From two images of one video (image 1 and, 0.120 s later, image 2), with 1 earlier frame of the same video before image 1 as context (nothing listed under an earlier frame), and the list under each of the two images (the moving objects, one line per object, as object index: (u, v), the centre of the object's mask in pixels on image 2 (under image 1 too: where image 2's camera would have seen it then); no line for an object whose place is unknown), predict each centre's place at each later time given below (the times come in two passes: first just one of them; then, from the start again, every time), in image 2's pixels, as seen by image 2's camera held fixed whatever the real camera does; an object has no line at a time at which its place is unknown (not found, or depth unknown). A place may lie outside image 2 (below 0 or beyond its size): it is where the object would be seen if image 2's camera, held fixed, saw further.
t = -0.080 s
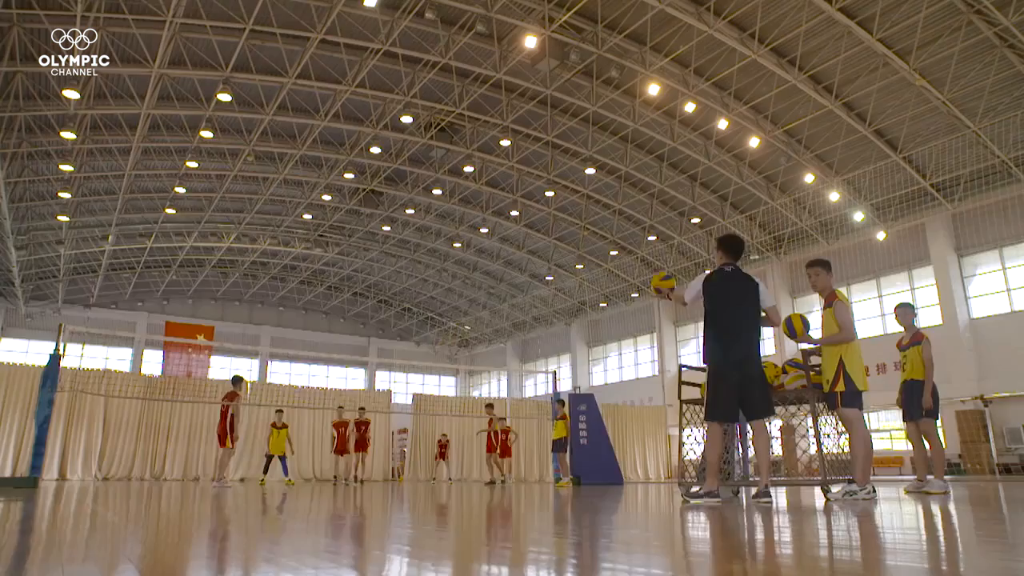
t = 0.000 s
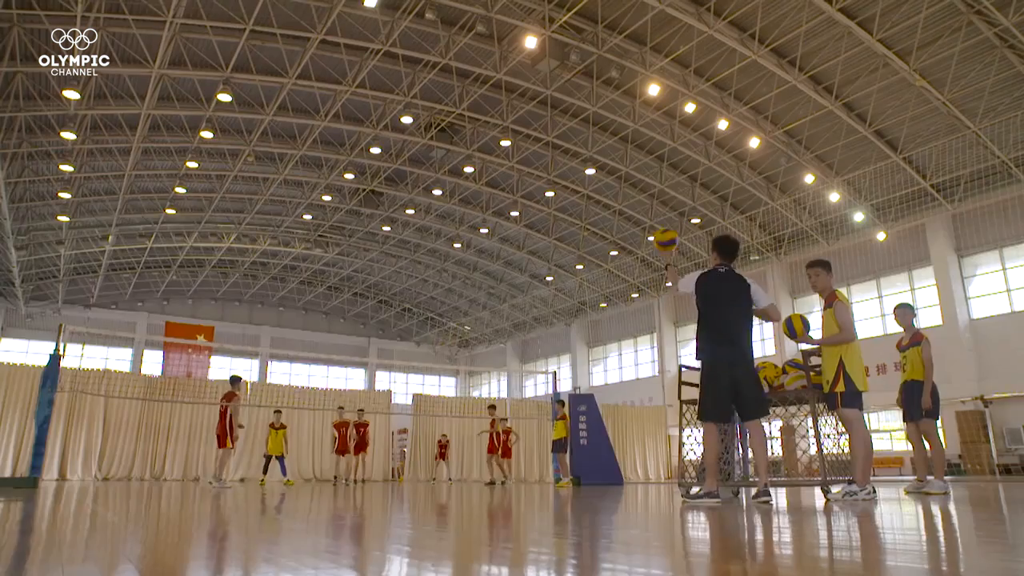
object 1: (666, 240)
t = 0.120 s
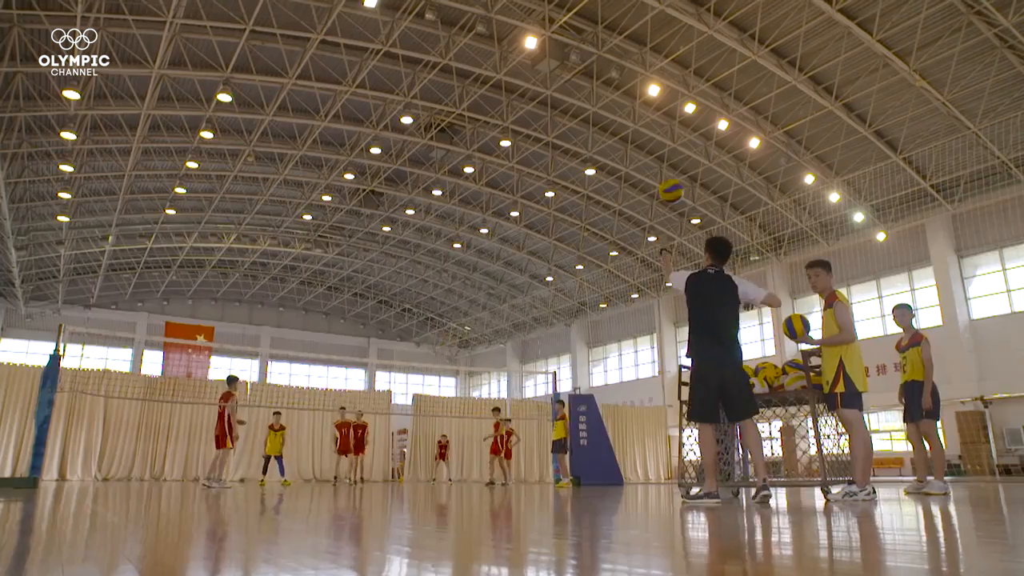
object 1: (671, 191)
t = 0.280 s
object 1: (681, 163)
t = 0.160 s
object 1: (673, 179)
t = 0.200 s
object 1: (676, 171)
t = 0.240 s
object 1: (678, 165)
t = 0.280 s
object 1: (681, 163)
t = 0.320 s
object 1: (684, 162)
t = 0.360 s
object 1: (687, 163)
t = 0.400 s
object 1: (691, 167)
